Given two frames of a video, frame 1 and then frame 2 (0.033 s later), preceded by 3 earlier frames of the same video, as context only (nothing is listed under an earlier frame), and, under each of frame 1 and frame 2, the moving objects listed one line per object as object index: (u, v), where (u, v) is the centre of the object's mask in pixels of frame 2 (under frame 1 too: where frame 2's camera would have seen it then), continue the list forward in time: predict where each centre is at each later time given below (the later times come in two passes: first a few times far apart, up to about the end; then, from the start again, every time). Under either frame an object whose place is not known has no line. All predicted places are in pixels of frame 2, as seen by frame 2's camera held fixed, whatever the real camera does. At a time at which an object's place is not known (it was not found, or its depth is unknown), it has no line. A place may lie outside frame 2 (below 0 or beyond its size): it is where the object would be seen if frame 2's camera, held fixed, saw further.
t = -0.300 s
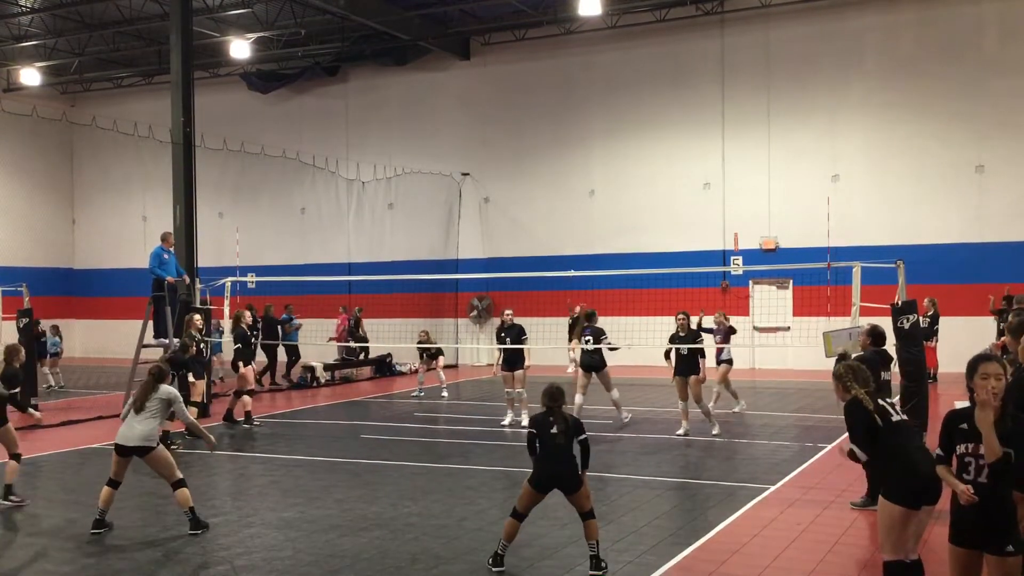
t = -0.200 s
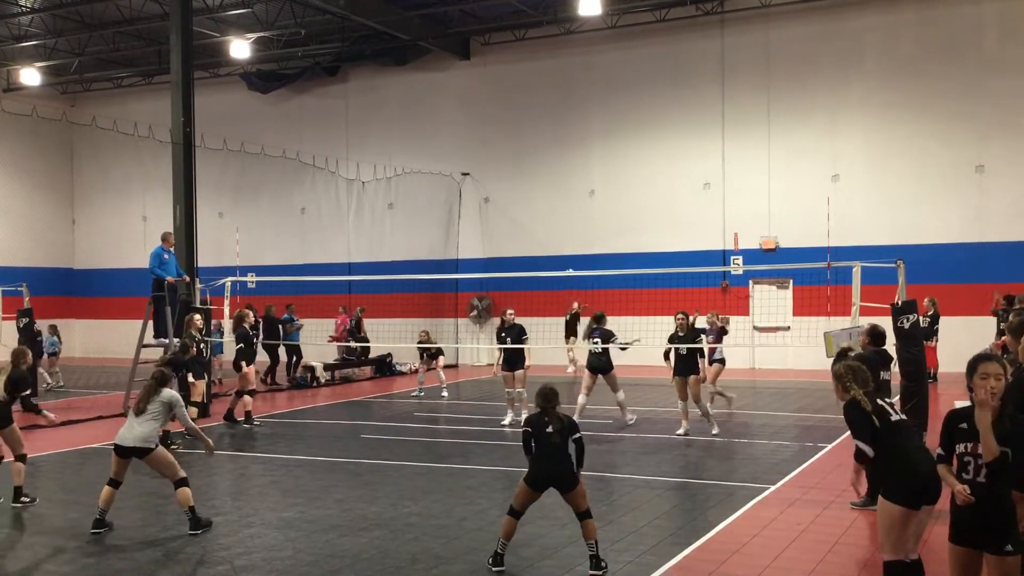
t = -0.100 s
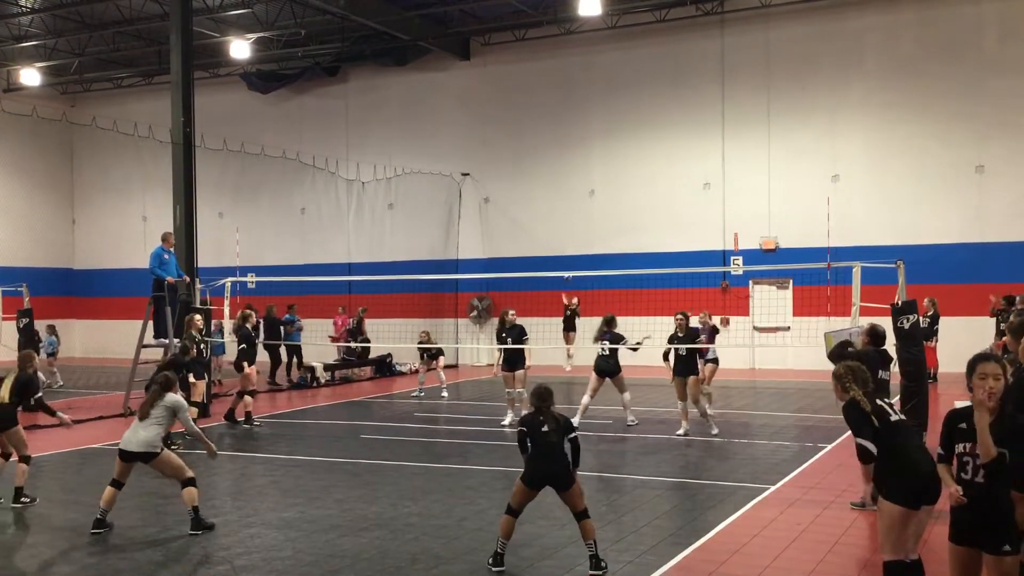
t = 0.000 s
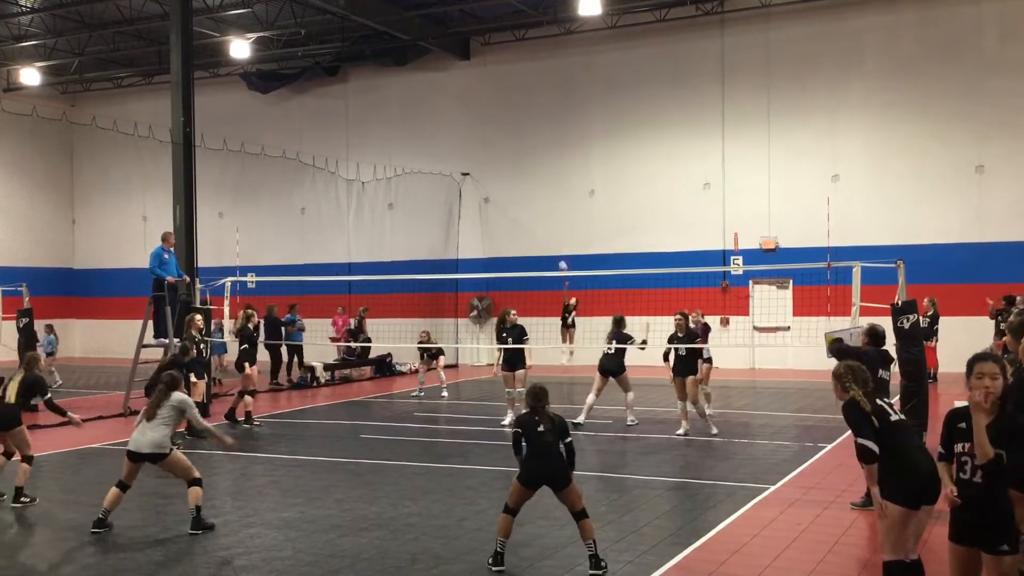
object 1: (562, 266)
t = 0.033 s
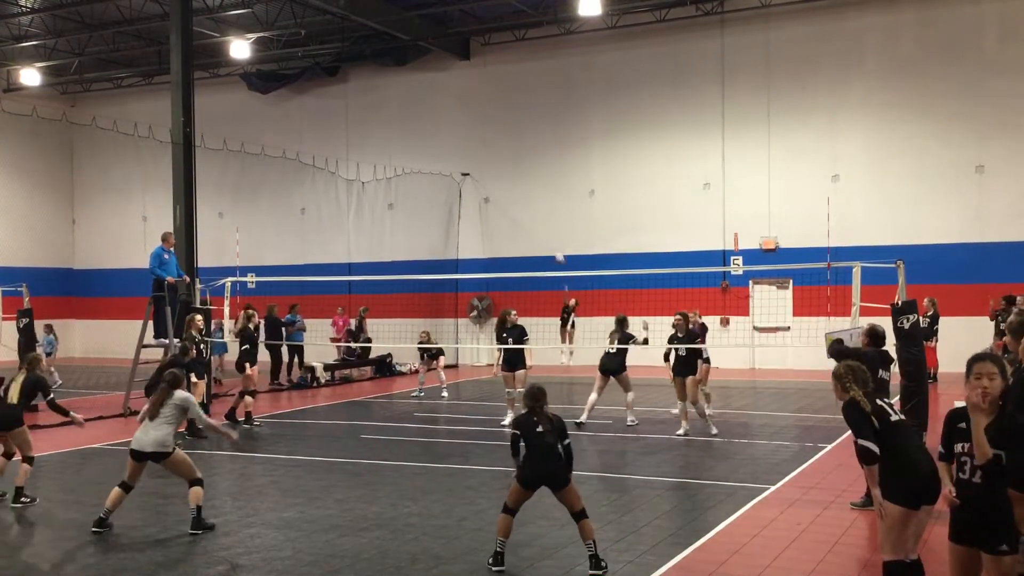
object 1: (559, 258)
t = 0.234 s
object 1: (537, 214)
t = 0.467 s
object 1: (501, 182)
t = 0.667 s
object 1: (459, 173)
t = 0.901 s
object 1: (391, 198)
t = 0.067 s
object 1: (555, 250)
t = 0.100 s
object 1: (552, 243)
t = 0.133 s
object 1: (549, 235)
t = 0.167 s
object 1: (545, 228)
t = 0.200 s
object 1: (541, 221)
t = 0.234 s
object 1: (537, 214)
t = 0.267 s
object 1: (532, 209)
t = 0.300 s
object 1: (528, 203)
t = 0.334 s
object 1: (523, 197)
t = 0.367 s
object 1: (518, 193)
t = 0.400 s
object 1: (513, 189)
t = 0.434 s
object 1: (507, 185)
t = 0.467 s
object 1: (501, 182)
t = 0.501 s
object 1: (496, 180)
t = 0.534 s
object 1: (489, 177)
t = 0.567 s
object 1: (482, 175)
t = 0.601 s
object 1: (474, 174)
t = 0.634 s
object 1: (467, 173)
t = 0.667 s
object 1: (459, 173)
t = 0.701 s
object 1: (451, 173)
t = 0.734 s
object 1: (442, 175)
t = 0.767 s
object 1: (433, 178)
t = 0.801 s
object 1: (424, 181)
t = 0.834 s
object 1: (413, 186)
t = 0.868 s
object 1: (403, 191)
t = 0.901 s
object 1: (391, 198)
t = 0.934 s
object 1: (380, 206)
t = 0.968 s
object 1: (366, 216)
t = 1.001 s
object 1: (352, 227)
